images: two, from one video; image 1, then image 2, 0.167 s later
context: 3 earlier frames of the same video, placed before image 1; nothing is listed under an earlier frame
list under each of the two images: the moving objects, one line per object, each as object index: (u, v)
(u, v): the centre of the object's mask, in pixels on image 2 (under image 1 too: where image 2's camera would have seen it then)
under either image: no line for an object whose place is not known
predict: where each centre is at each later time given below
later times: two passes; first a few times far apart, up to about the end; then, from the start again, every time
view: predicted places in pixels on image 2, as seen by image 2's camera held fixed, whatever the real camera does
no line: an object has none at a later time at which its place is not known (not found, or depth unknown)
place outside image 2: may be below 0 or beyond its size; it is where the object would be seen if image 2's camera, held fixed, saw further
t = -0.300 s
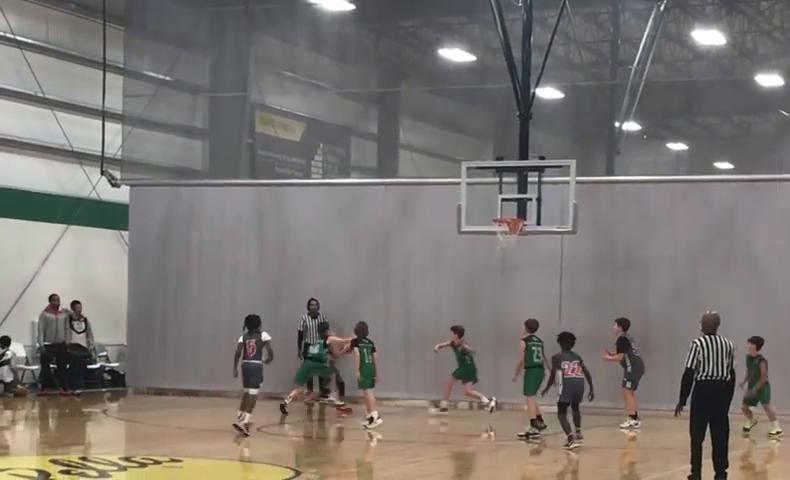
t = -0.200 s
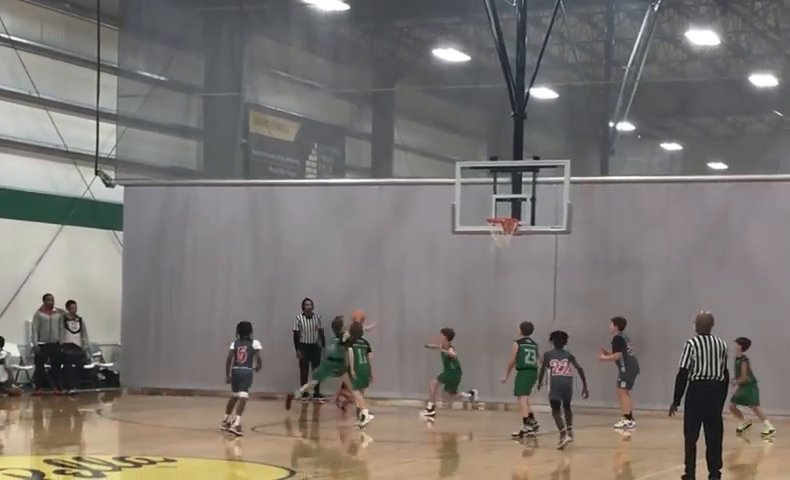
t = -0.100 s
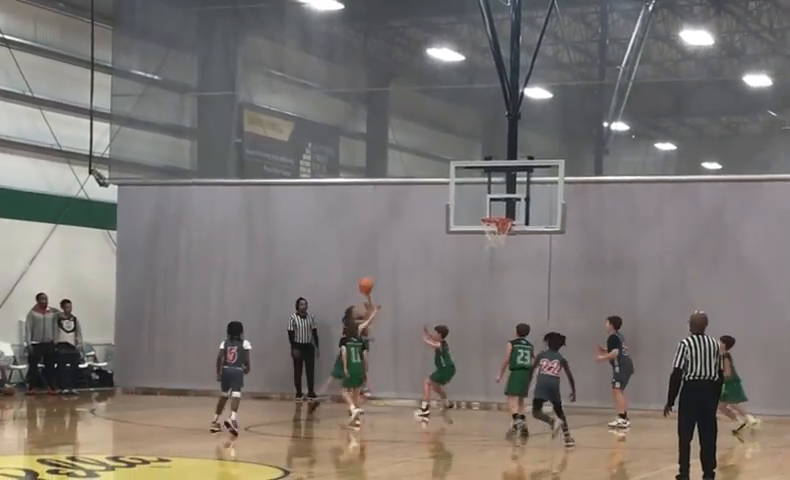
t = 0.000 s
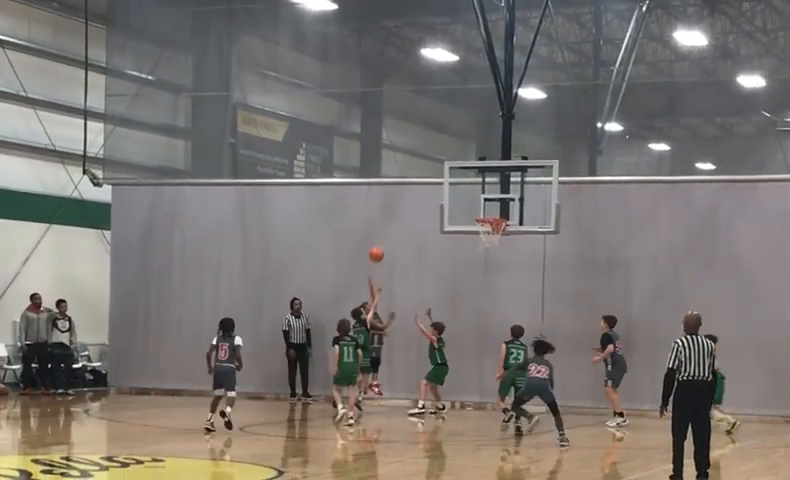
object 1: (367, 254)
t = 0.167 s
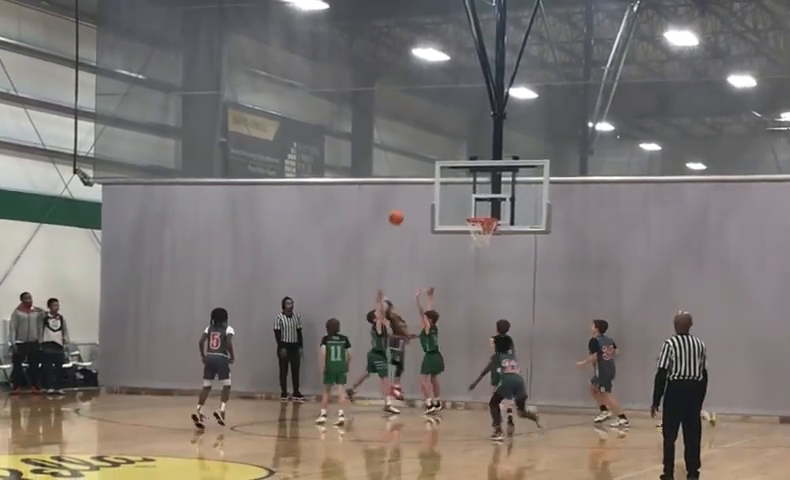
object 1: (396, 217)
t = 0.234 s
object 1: (407, 208)
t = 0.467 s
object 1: (445, 195)
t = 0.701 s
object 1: (481, 213)
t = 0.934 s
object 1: (484, 234)
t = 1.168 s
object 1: (475, 248)
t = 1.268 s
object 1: (472, 263)
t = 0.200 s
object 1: (402, 213)
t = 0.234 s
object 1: (407, 208)
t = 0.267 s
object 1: (412, 204)
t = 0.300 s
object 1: (418, 201)
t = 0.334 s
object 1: (423, 199)
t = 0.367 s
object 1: (429, 197)
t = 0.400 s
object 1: (434, 195)
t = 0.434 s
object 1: (439, 195)
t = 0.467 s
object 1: (445, 195)
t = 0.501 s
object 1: (451, 196)
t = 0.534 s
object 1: (456, 198)
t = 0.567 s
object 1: (461, 200)
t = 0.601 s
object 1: (466, 204)
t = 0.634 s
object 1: (472, 208)
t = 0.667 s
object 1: (478, 211)
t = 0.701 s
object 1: (481, 213)
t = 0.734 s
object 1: (483, 213)
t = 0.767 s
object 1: (487, 227)
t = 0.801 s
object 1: (487, 228)
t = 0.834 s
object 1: (488, 231)
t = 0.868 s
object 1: (486, 231)
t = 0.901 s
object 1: (485, 233)
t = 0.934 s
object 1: (484, 234)
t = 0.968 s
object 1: (482, 234)
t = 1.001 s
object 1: (482, 235)
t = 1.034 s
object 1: (479, 237)
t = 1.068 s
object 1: (478, 238)
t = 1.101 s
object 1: (478, 240)
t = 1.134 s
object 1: (476, 246)
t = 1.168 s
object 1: (475, 248)
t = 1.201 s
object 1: (475, 252)
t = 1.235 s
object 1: (474, 256)
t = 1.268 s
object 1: (472, 263)
